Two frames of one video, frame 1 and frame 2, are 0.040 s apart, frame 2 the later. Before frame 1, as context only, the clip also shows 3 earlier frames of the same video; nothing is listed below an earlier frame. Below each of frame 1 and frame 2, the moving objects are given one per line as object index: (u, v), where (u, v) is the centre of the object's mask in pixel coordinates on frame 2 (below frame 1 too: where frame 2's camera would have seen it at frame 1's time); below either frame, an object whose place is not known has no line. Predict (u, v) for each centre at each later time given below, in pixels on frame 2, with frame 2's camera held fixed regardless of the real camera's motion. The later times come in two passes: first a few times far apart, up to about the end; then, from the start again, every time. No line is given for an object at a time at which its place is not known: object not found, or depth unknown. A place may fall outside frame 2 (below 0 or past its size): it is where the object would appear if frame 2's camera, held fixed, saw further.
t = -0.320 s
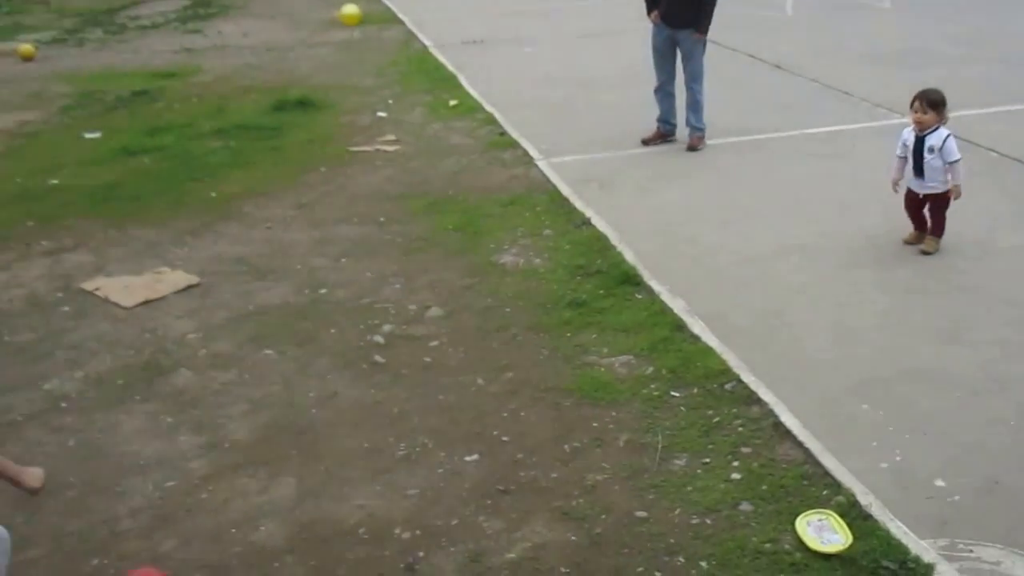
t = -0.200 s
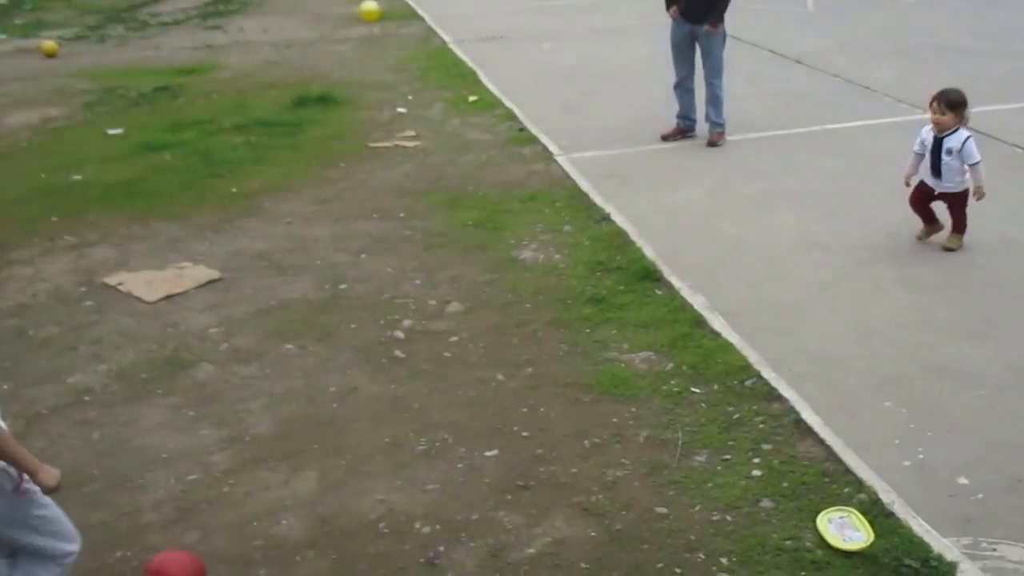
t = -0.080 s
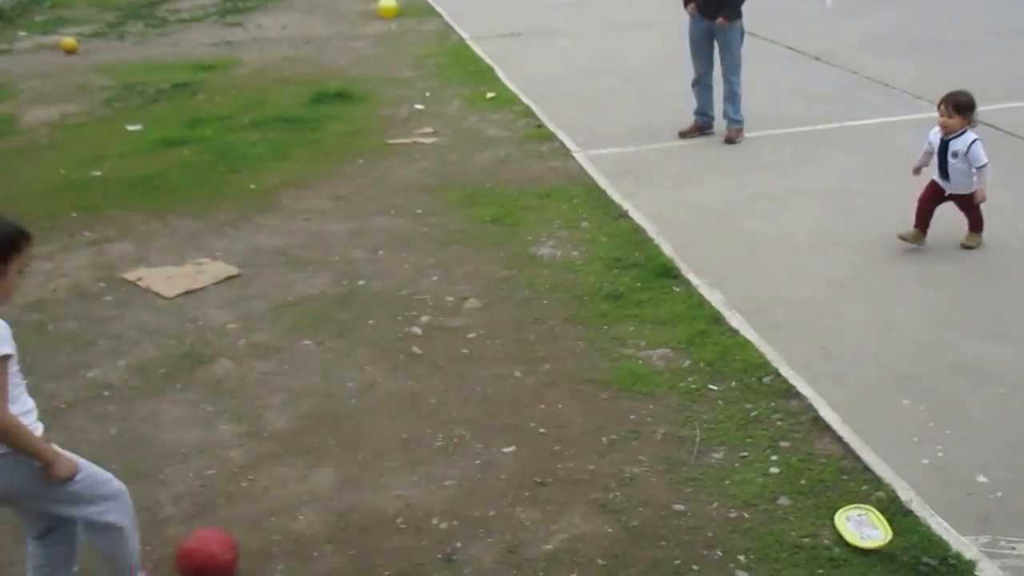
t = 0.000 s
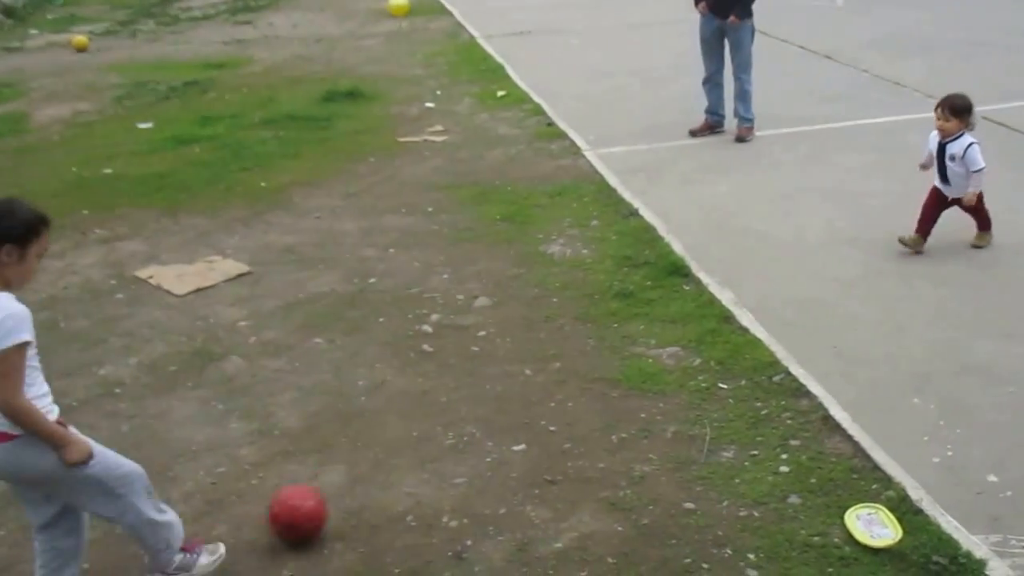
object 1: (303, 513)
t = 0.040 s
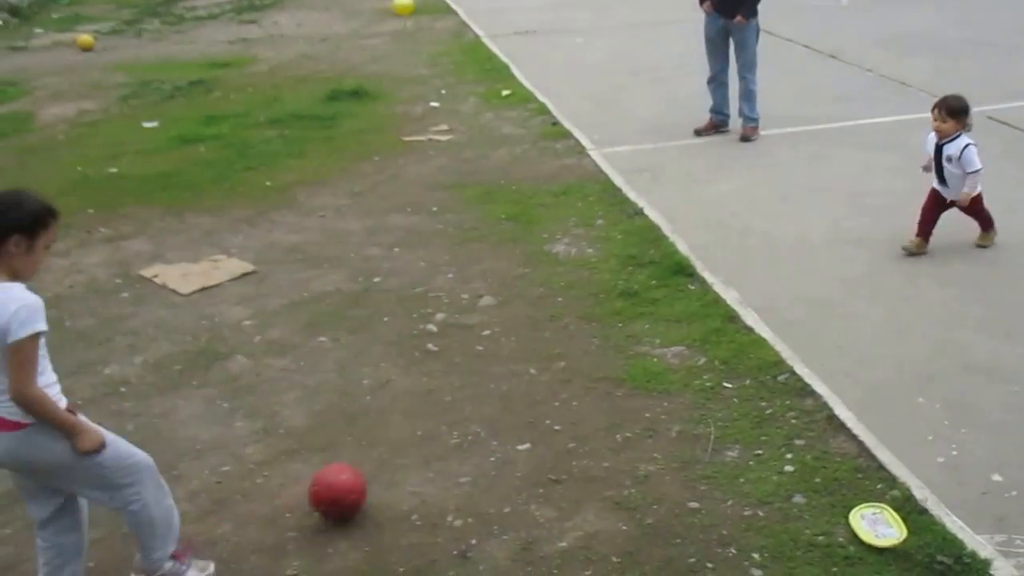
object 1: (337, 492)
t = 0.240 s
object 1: (470, 418)
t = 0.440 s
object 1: (553, 374)
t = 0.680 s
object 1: (622, 339)
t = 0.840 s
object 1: (662, 316)
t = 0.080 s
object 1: (370, 476)
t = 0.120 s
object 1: (398, 459)
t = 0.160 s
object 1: (425, 445)
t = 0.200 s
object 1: (449, 431)
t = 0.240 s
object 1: (470, 418)
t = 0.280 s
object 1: (489, 408)
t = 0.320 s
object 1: (509, 400)
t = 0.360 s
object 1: (525, 389)
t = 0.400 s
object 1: (540, 383)
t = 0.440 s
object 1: (553, 374)
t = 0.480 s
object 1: (565, 369)
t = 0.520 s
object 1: (577, 362)
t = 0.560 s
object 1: (589, 355)
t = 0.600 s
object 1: (601, 349)
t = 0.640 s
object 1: (612, 344)
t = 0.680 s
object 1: (622, 339)
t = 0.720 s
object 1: (633, 333)
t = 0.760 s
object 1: (642, 327)
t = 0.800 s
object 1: (653, 322)
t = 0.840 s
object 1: (662, 316)
